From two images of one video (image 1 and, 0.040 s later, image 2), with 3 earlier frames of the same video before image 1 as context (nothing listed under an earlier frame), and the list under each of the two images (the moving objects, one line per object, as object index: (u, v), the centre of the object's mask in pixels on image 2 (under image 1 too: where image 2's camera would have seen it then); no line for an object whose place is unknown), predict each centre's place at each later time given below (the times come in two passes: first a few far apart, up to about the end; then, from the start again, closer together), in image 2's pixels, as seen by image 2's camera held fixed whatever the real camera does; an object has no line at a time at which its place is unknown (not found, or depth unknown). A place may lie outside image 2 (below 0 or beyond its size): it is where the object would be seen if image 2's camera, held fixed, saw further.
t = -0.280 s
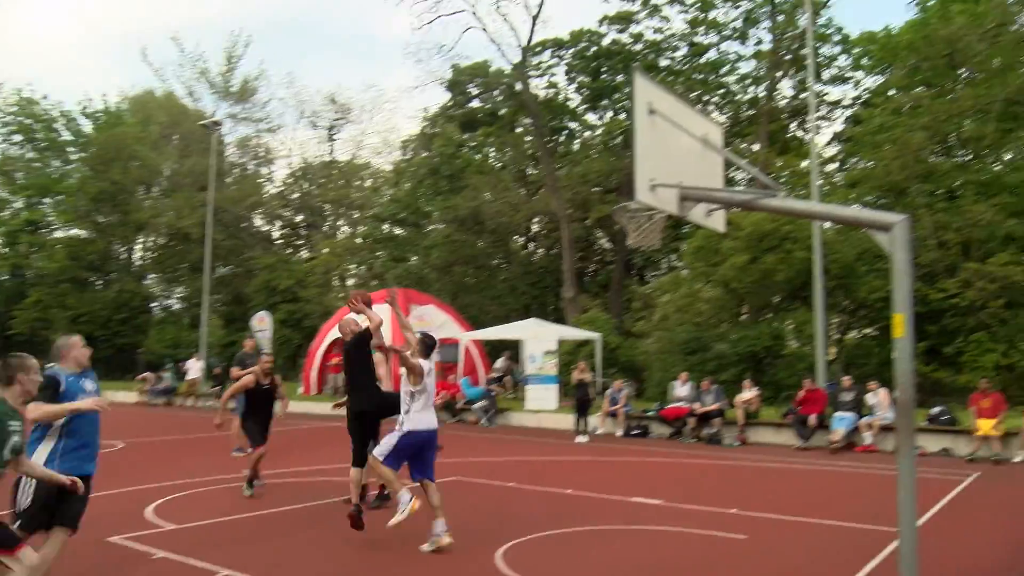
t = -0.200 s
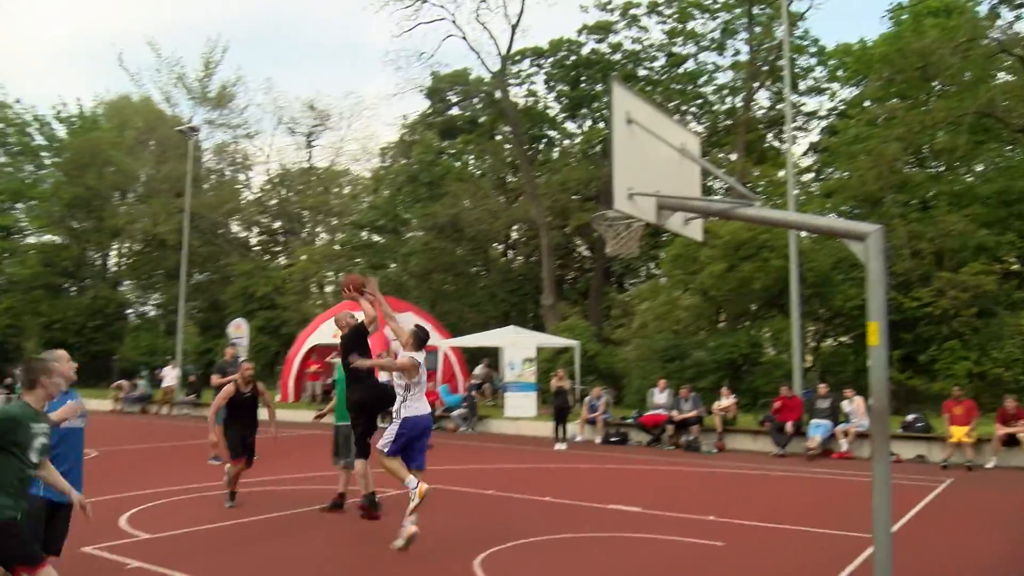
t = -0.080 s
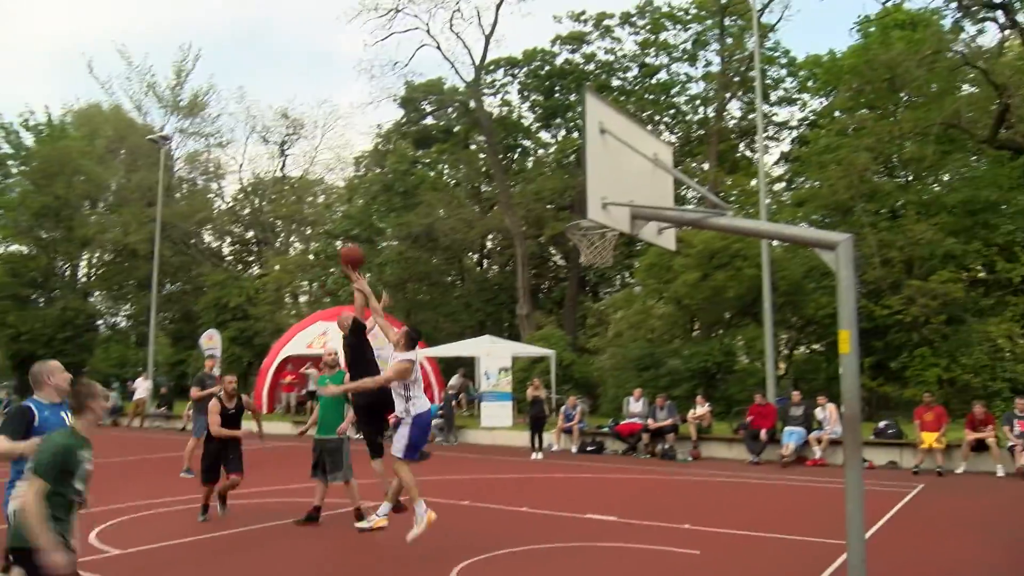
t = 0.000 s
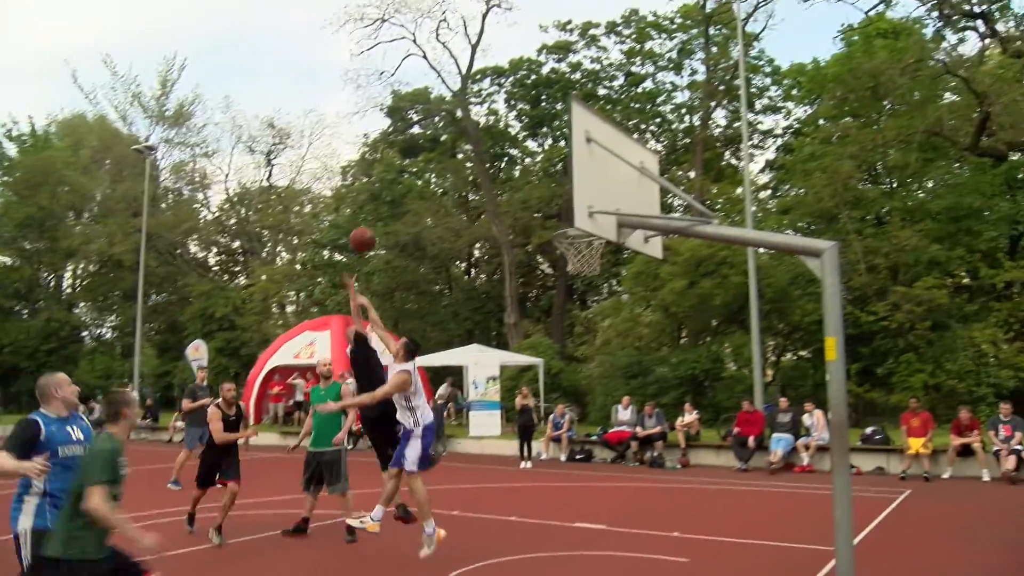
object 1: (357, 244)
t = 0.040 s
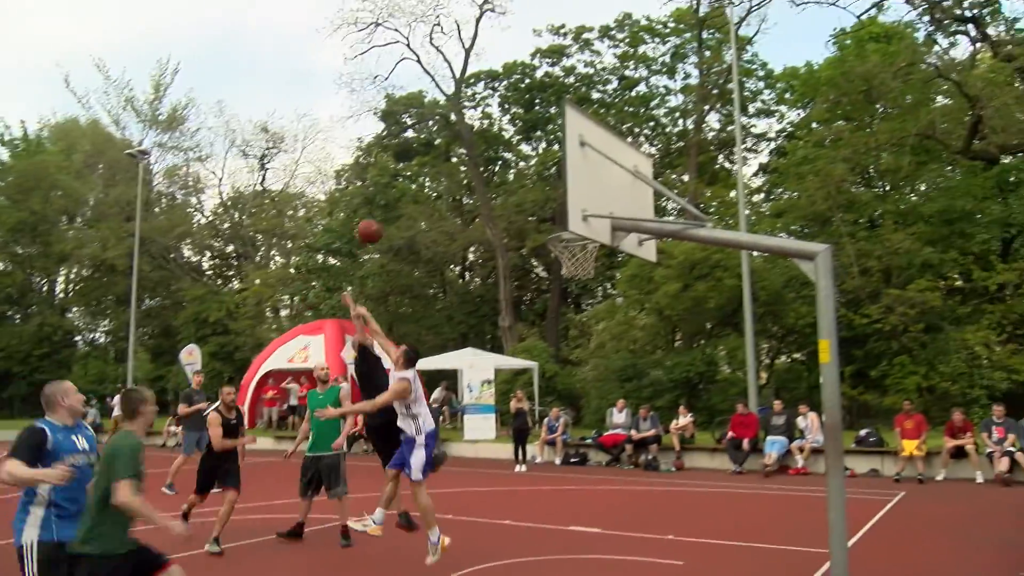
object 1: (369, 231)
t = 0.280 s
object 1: (440, 199)
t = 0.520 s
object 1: (513, 224)
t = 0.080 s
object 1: (381, 222)
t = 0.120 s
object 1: (392, 214)
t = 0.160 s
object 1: (404, 208)
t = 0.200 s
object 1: (416, 203)
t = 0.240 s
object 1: (429, 200)
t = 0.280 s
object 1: (440, 199)
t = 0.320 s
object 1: (452, 199)
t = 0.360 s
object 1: (464, 201)
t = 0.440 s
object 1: (488, 209)
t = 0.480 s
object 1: (500, 215)
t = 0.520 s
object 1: (513, 224)
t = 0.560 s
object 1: (524, 233)
